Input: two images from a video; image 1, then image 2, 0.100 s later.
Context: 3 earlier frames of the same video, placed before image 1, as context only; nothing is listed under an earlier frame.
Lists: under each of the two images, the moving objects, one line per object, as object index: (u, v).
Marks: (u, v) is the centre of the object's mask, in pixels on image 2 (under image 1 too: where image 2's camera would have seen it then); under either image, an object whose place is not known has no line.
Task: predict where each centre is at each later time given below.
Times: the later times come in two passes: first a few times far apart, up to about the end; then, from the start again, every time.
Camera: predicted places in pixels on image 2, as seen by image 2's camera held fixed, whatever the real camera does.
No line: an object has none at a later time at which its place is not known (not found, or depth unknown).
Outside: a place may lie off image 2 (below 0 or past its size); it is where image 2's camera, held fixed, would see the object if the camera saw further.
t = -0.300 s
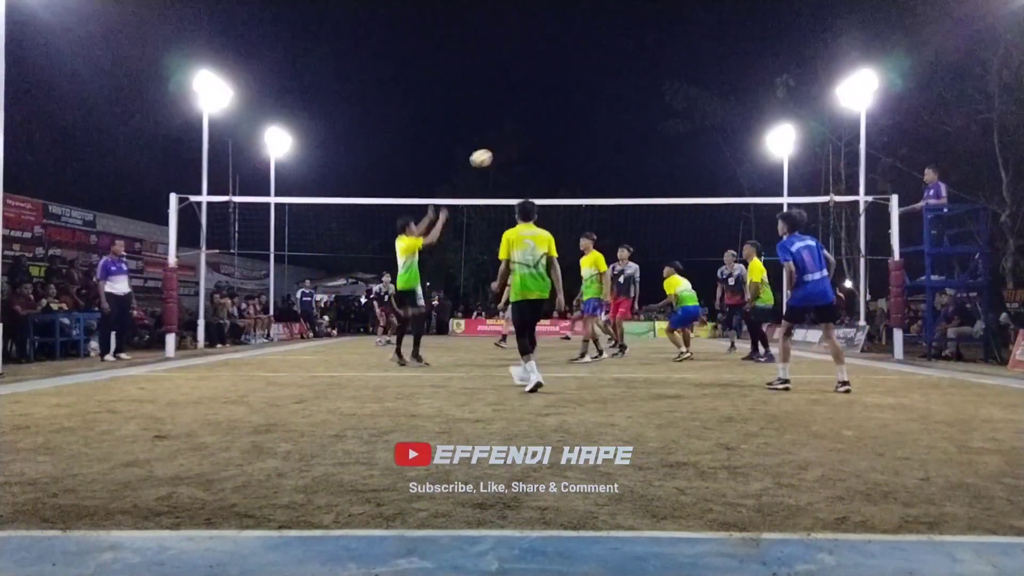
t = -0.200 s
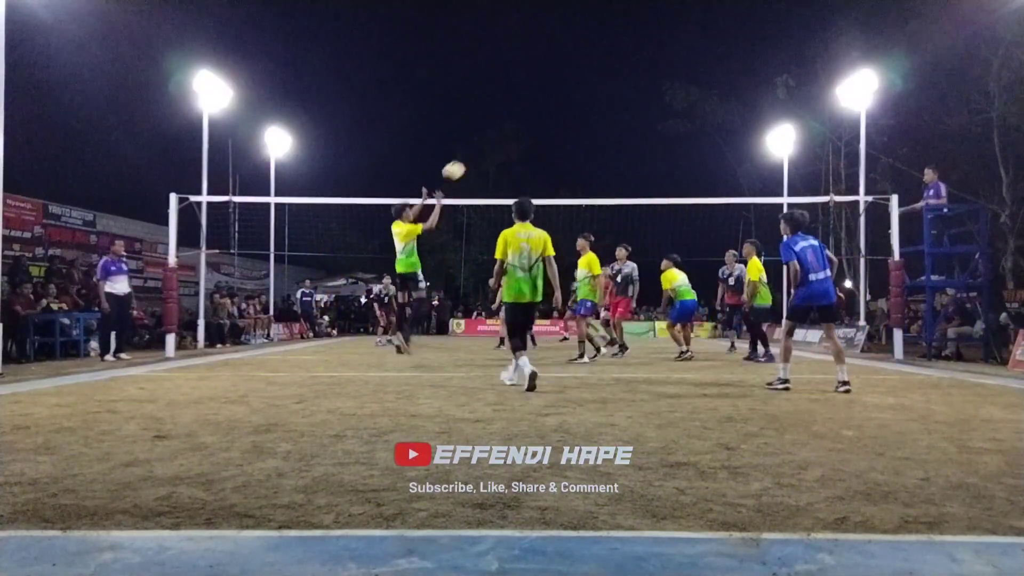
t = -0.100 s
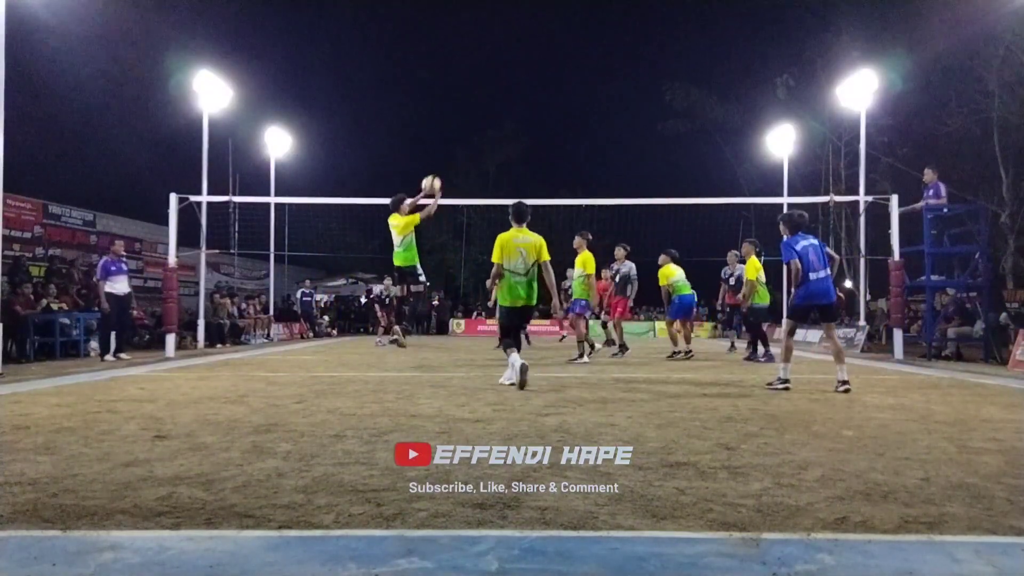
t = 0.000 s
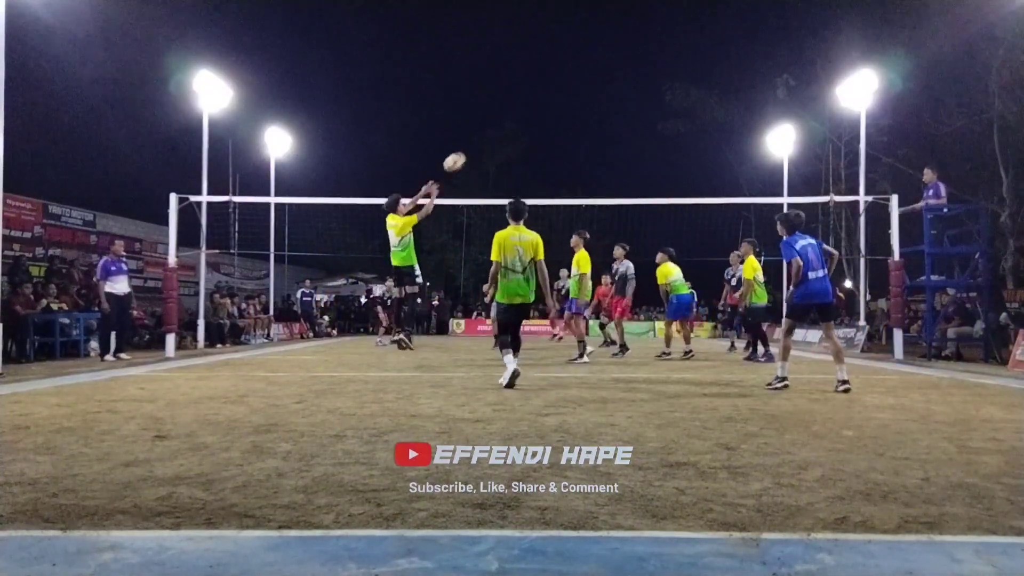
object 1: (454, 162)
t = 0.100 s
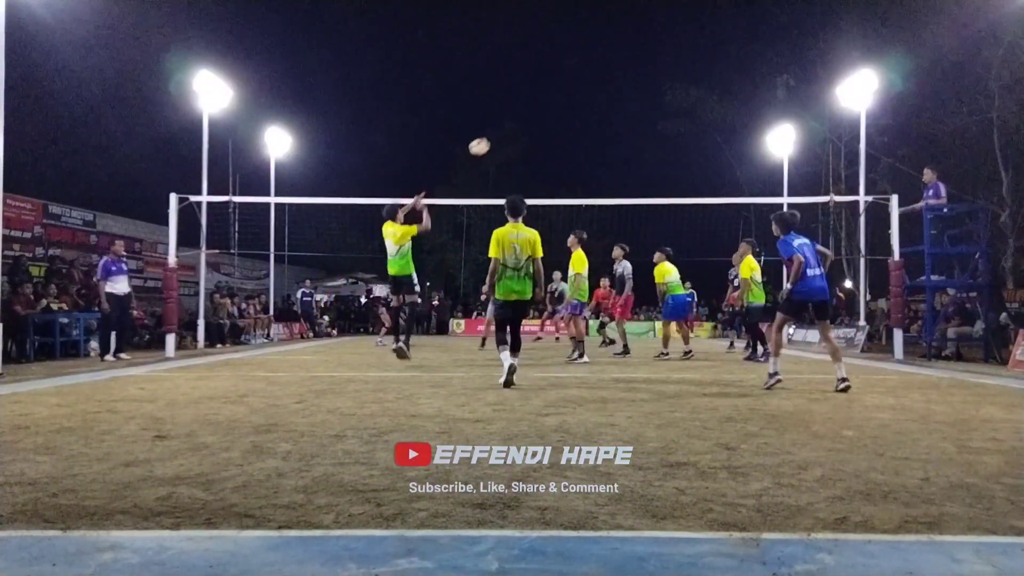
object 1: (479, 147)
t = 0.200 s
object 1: (502, 138)
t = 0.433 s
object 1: (548, 148)
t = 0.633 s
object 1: (582, 181)
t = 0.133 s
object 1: (487, 143)
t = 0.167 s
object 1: (495, 140)
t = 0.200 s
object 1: (502, 138)
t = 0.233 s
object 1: (509, 137)
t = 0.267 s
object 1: (516, 137)
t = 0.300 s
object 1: (523, 138)
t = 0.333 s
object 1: (529, 139)
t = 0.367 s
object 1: (536, 141)
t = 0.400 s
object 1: (542, 144)
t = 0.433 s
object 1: (548, 148)
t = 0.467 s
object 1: (554, 152)
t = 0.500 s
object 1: (560, 156)
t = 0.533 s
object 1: (566, 162)
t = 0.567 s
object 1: (571, 167)
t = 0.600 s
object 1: (577, 174)
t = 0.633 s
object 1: (582, 181)
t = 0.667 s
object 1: (587, 188)
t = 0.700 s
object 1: (592, 193)
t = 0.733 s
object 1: (599, 209)
